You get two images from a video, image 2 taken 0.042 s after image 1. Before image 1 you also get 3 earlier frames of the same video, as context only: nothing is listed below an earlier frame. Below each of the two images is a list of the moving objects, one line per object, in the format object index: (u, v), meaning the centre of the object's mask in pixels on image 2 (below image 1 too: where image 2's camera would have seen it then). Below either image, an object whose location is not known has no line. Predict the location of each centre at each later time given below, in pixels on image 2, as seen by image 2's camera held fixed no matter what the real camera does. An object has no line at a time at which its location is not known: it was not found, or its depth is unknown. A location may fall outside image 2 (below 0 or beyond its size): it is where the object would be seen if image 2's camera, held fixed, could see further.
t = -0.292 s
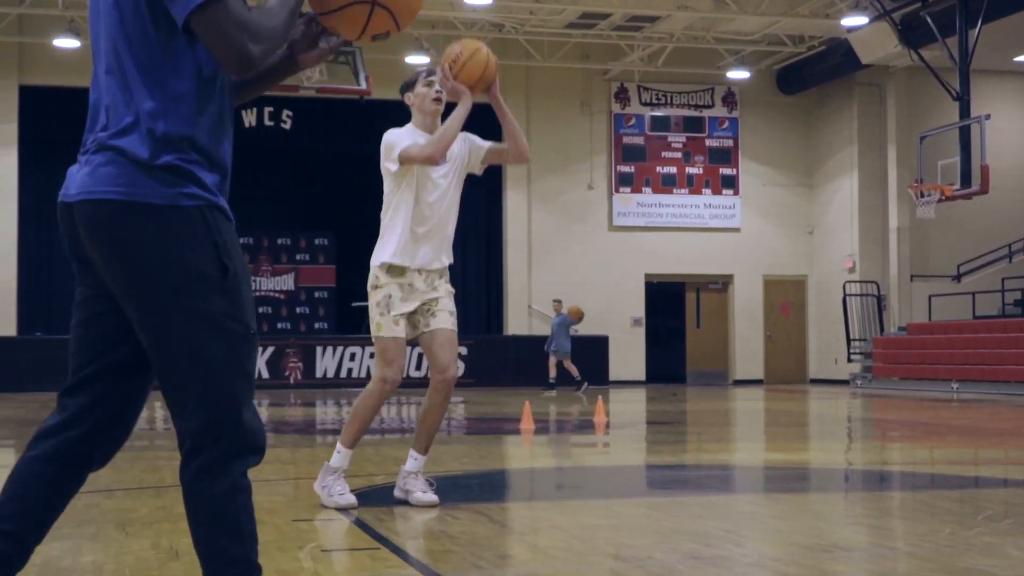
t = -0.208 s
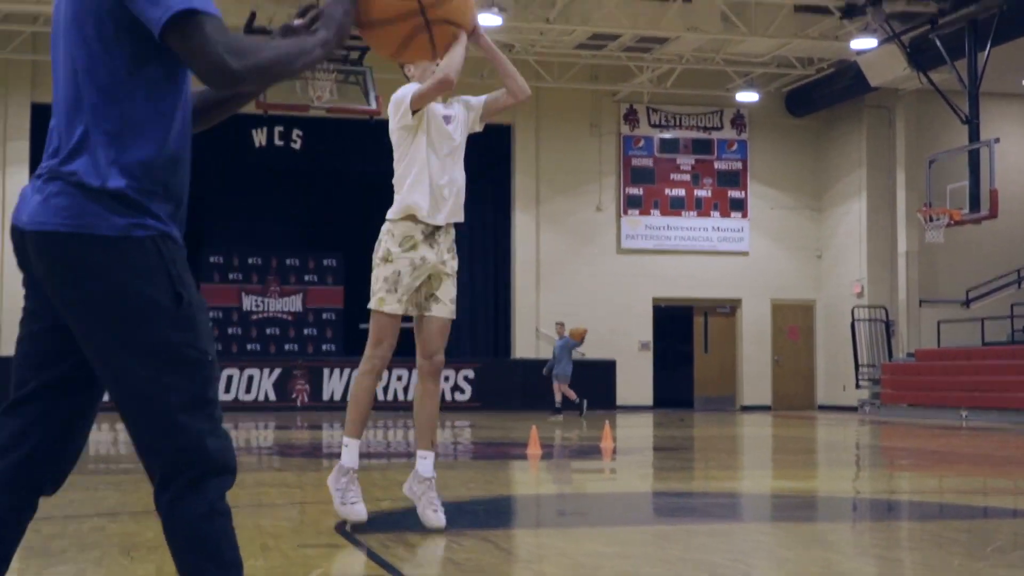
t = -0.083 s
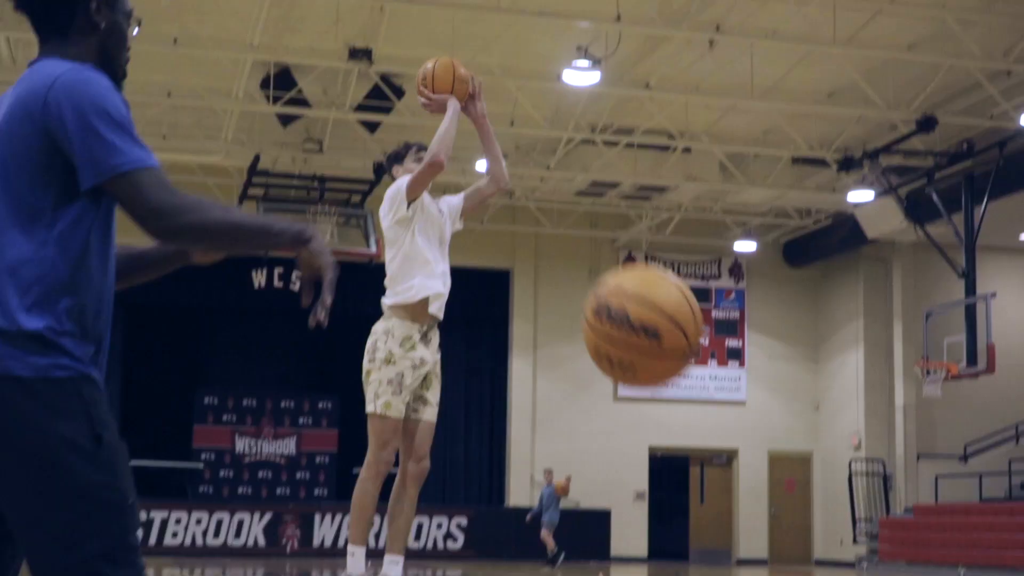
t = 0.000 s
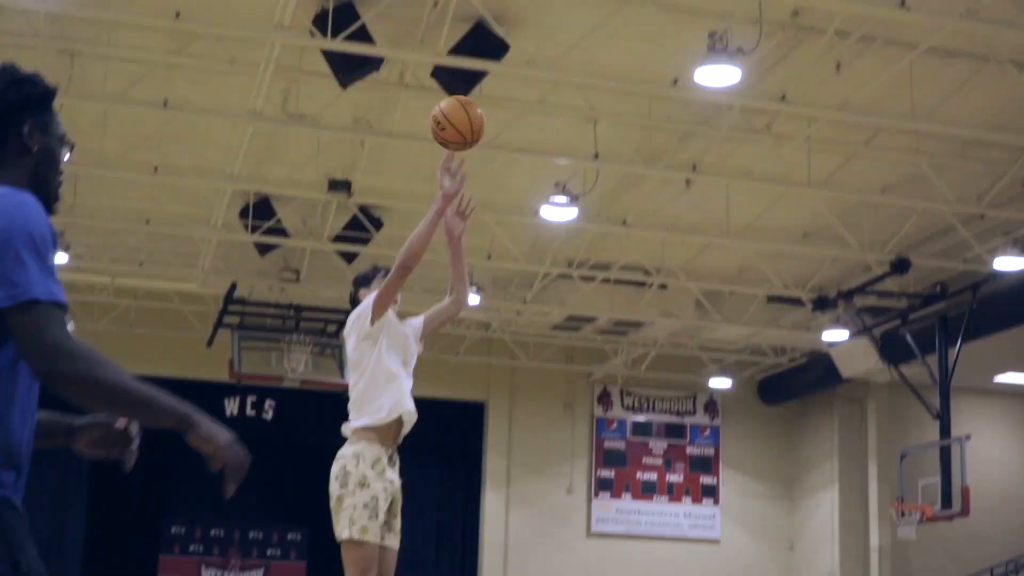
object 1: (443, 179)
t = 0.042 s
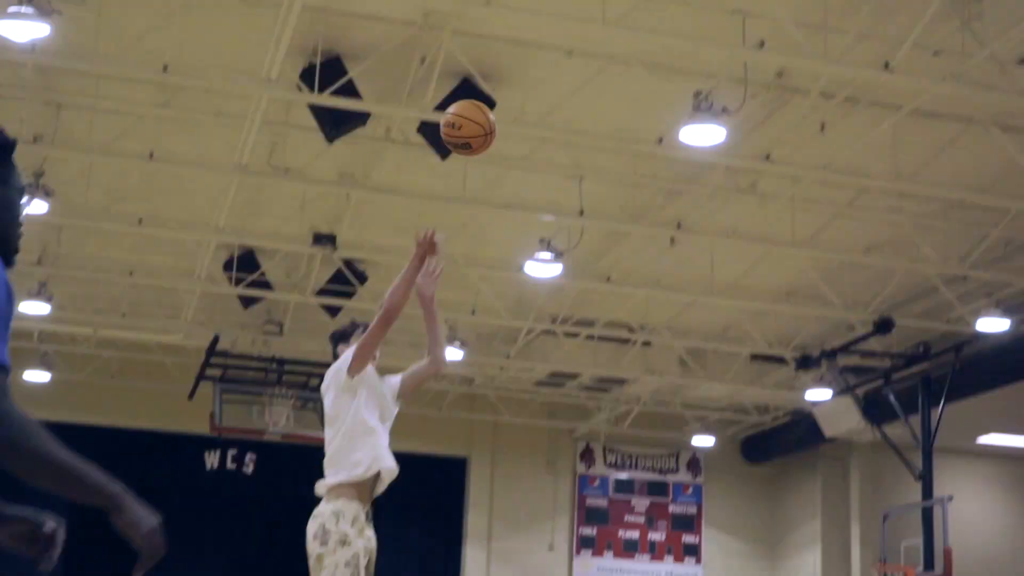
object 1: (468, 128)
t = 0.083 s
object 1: (494, 79)
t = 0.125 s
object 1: (521, 32)
